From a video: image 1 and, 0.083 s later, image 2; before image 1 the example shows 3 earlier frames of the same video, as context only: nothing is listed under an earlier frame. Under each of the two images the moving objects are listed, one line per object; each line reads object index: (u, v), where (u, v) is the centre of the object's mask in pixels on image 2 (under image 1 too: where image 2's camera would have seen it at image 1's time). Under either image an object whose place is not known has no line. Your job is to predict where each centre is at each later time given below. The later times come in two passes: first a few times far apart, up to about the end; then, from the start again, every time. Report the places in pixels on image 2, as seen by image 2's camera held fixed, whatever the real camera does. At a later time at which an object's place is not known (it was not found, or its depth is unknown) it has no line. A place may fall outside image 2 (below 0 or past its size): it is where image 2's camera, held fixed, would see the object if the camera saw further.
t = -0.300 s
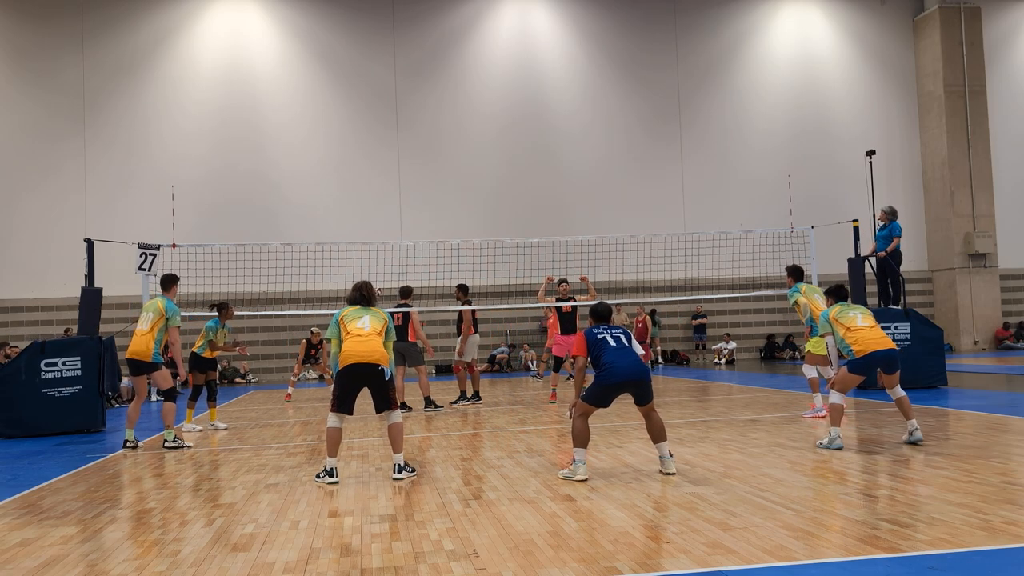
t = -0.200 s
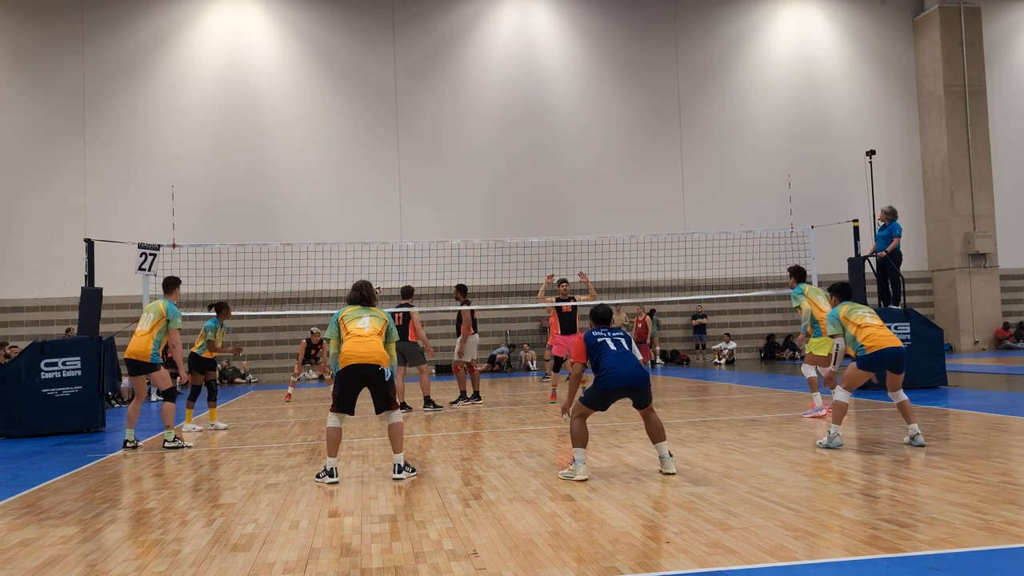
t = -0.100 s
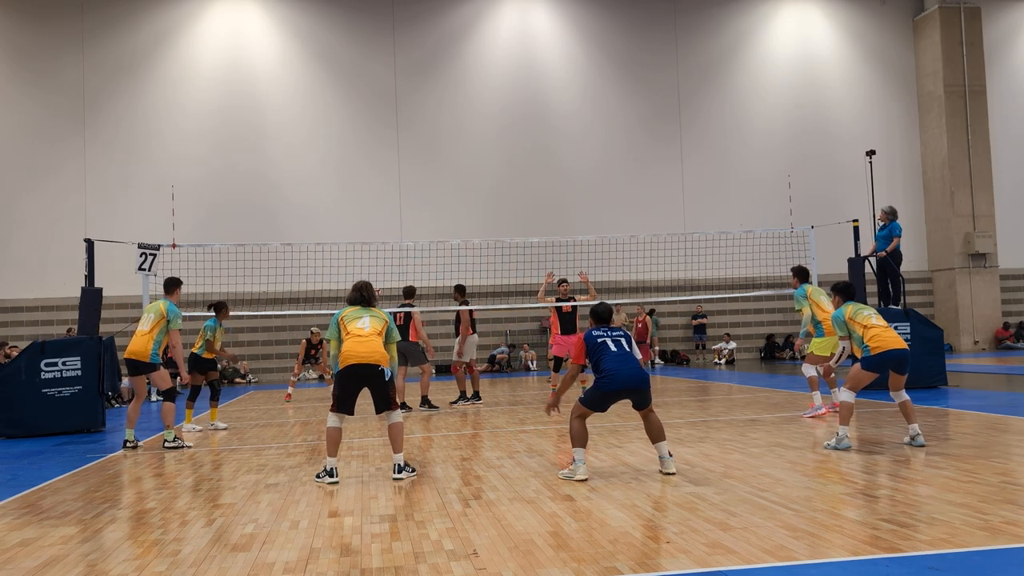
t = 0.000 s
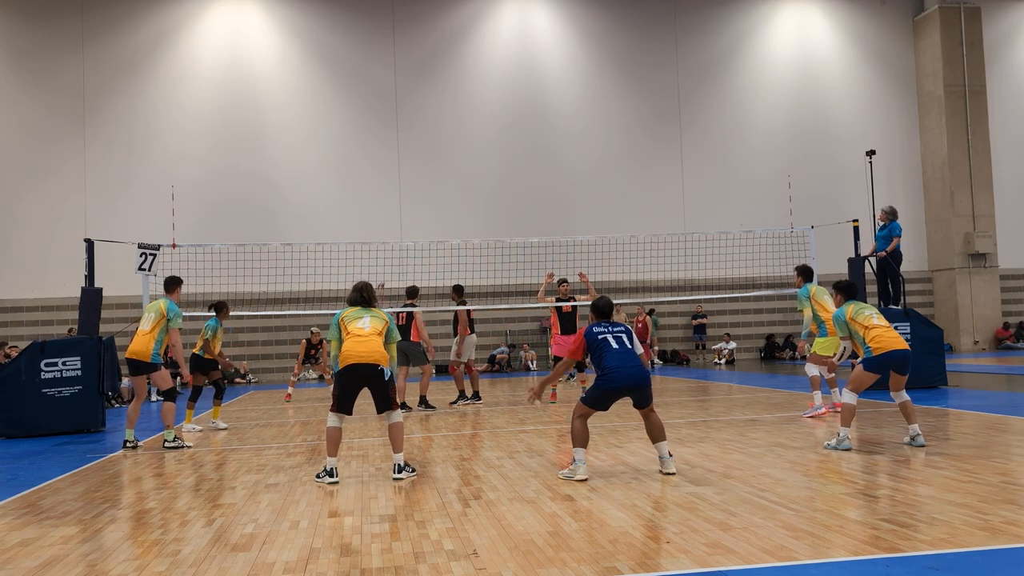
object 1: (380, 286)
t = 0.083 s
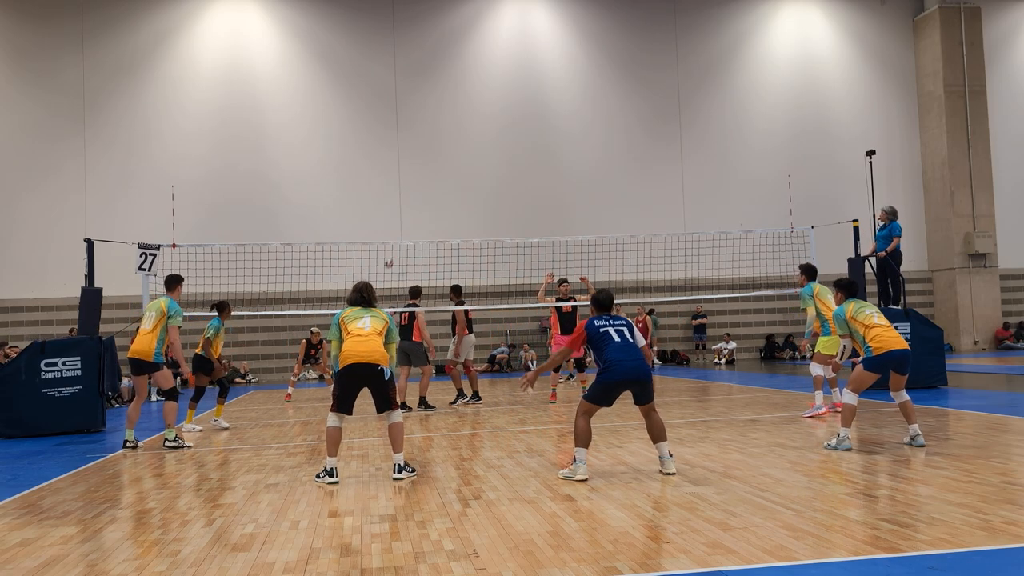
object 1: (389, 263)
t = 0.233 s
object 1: (405, 228)
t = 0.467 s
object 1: (445, 186)
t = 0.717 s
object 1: (513, 172)
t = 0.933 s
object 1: (604, 196)
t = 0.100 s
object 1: (390, 260)
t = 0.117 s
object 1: (392, 255)
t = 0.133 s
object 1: (393, 252)
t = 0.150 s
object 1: (395, 247)
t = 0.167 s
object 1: (397, 243)
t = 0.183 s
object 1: (399, 238)
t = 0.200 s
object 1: (401, 235)
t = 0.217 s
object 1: (404, 232)
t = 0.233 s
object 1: (405, 228)
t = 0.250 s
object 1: (408, 224)
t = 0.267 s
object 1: (410, 220)
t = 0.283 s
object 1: (413, 217)
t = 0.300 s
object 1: (415, 214)
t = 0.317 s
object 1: (418, 211)
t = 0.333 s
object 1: (421, 207)
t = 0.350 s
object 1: (423, 204)
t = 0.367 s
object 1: (426, 202)
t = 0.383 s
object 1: (429, 199)
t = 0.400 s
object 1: (432, 196)
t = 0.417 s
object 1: (435, 193)
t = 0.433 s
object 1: (439, 191)
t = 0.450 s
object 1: (442, 189)
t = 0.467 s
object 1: (445, 186)
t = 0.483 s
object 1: (449, 184)
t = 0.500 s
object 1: (453, 182)
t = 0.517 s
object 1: (457, 180)
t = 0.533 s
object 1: (461, 179)
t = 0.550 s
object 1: (465, 177)
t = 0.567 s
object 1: (469, 176)
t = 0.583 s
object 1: (473, 175)
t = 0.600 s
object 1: (478, 174)
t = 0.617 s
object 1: (482, 173)
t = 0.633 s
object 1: (487, 172)
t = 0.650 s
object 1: (492, 172)
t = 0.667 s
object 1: (497, 171)
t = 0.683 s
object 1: (502, 171)
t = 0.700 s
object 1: (507, 171)
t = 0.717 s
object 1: (513, 172)
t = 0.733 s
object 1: (518, 172)
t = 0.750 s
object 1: (524, 173)
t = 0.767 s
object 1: (530, 173)
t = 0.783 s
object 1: (537, 175)
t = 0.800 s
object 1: (543, 176)
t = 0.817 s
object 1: (550, 177)
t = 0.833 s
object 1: (556, 179)
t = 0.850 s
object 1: (563, 181)
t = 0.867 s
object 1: (571, 184)
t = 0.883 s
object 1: (578, 187)
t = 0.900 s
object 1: (586, 190)
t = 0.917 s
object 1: (595, 193)
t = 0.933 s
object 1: (604, 196)
